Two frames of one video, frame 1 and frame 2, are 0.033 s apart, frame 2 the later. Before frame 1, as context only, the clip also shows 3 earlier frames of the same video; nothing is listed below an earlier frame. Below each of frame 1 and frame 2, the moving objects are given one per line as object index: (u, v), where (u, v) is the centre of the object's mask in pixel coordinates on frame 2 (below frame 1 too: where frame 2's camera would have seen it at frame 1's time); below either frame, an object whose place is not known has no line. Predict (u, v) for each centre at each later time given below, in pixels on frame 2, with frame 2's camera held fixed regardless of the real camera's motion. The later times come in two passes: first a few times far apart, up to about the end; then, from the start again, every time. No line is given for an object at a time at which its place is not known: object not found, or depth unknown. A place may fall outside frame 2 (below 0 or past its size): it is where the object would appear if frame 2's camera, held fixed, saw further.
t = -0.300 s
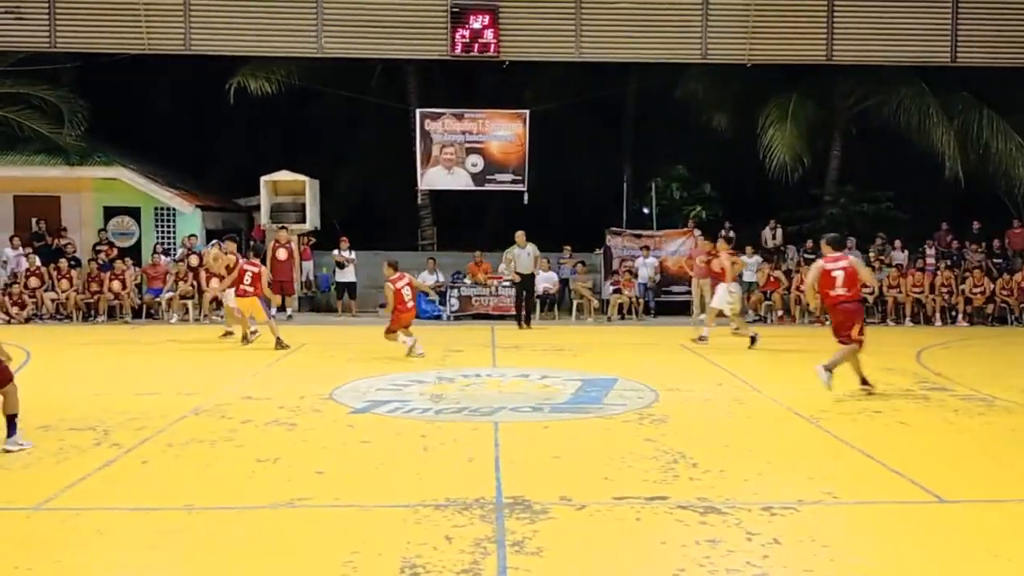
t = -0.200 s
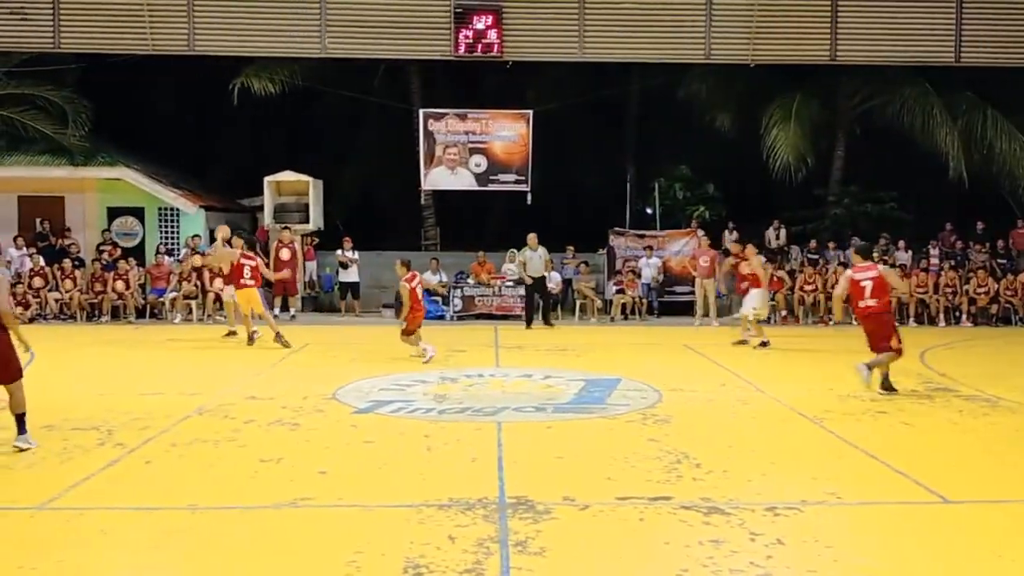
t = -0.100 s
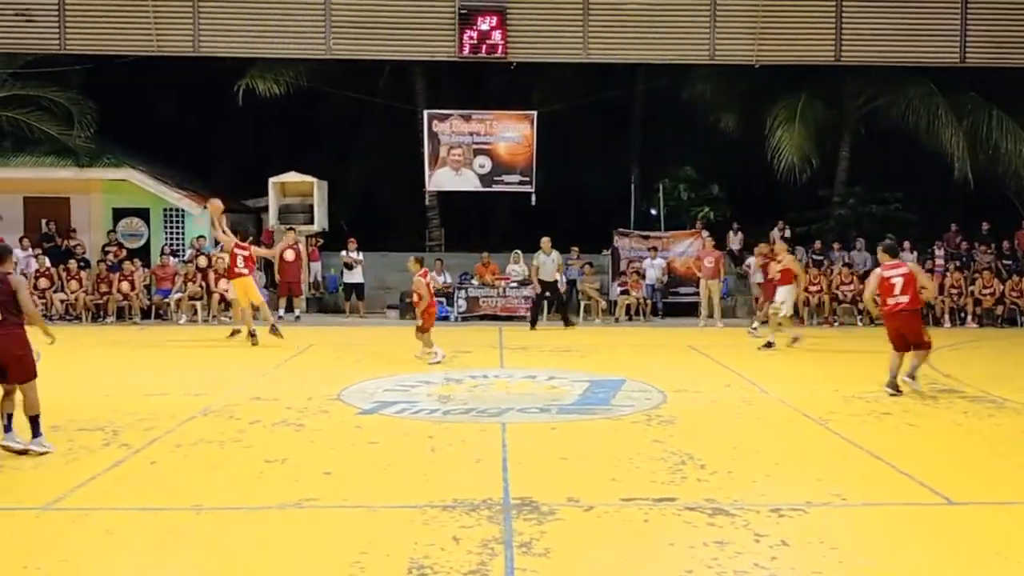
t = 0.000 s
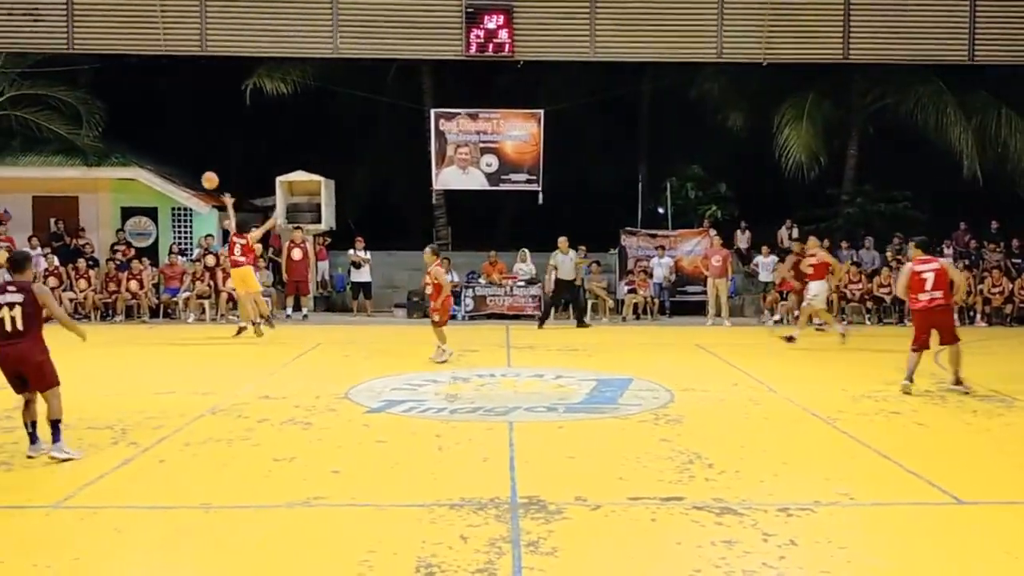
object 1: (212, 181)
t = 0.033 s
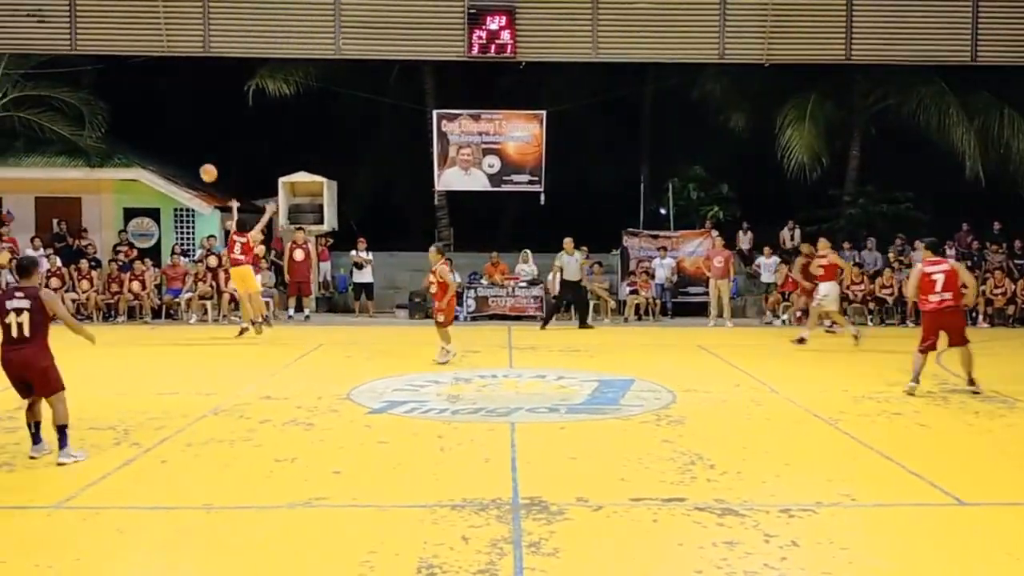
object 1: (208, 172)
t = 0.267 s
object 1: (177, 129)
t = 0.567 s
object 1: (127, 125)
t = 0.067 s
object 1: (204, 164)
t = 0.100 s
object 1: (199, 157)
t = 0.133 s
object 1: (195, 149)
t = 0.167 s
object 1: (191, 144)
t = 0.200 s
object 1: (186, 138)
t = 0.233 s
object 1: (181, 133)
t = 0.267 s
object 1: (177, 129)
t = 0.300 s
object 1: (172, 125)
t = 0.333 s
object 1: (167, 122)
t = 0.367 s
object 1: (161, 120)
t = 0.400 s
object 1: (156, 118)
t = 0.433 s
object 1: (150, 118)
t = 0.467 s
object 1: (144, 118)
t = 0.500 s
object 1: (139, 119)
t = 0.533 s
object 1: (133, 122)
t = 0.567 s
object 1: (127, 125)
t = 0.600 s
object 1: (120, 129)
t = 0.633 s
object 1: (114, 135)
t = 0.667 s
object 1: (107, 142)
